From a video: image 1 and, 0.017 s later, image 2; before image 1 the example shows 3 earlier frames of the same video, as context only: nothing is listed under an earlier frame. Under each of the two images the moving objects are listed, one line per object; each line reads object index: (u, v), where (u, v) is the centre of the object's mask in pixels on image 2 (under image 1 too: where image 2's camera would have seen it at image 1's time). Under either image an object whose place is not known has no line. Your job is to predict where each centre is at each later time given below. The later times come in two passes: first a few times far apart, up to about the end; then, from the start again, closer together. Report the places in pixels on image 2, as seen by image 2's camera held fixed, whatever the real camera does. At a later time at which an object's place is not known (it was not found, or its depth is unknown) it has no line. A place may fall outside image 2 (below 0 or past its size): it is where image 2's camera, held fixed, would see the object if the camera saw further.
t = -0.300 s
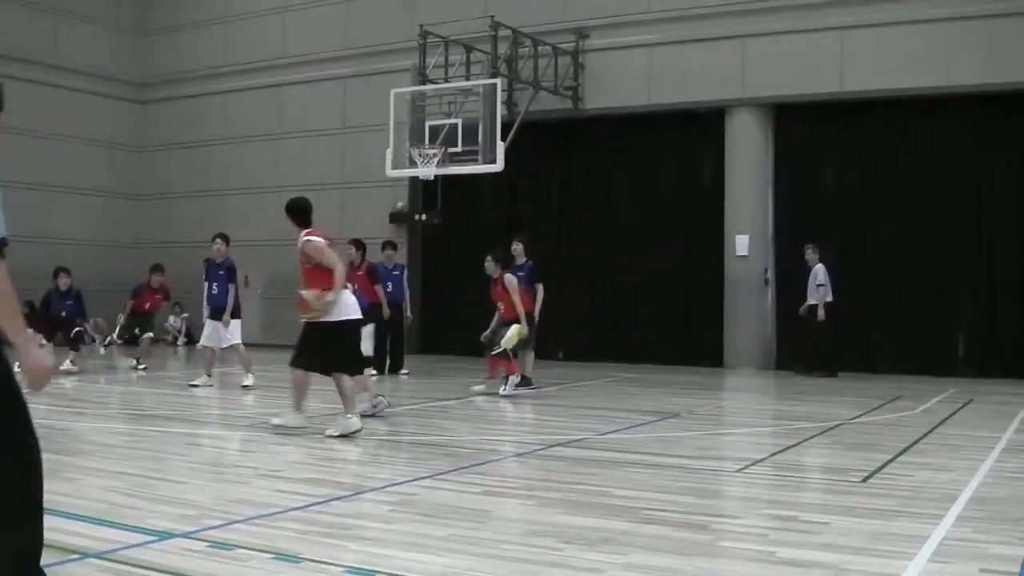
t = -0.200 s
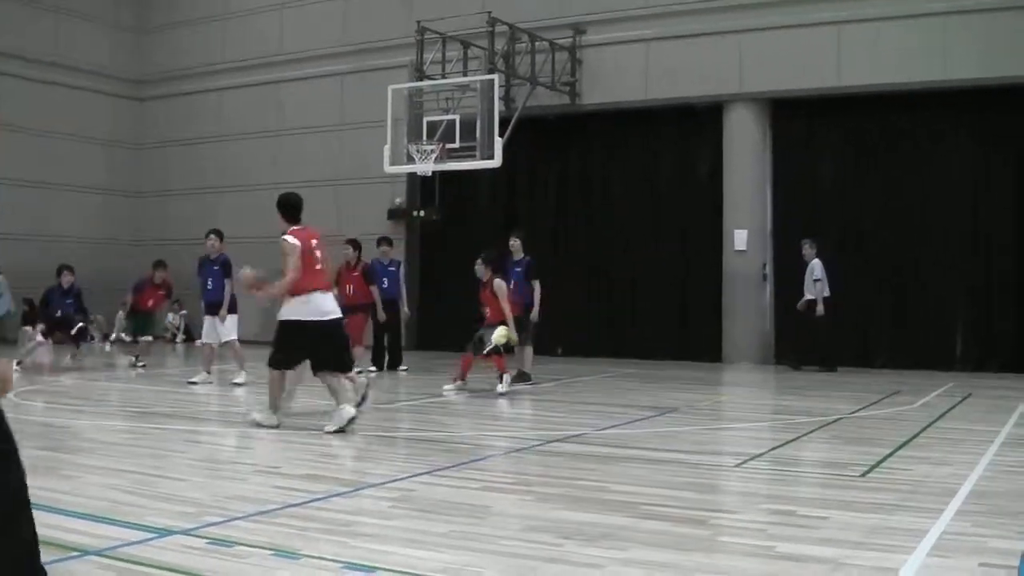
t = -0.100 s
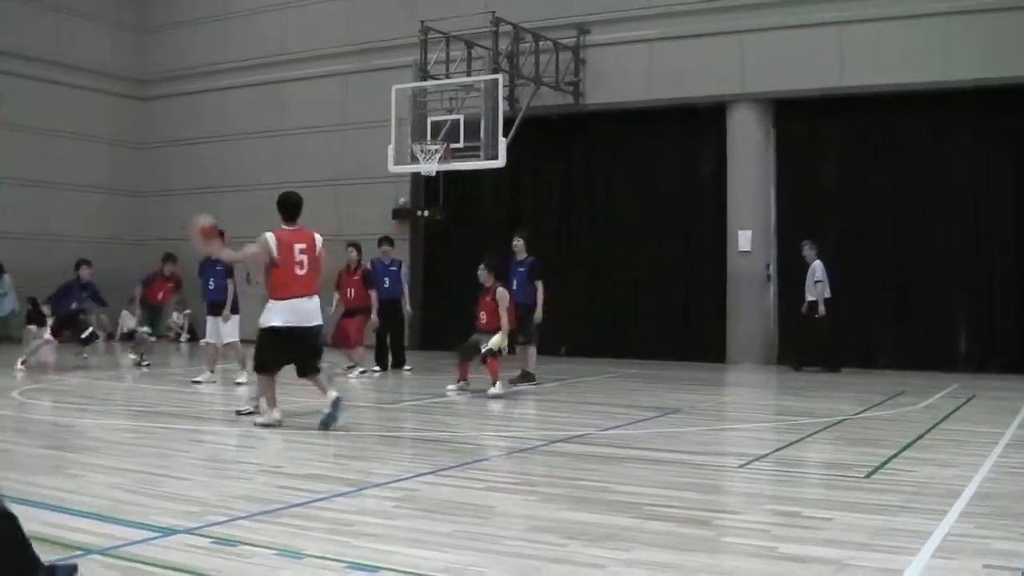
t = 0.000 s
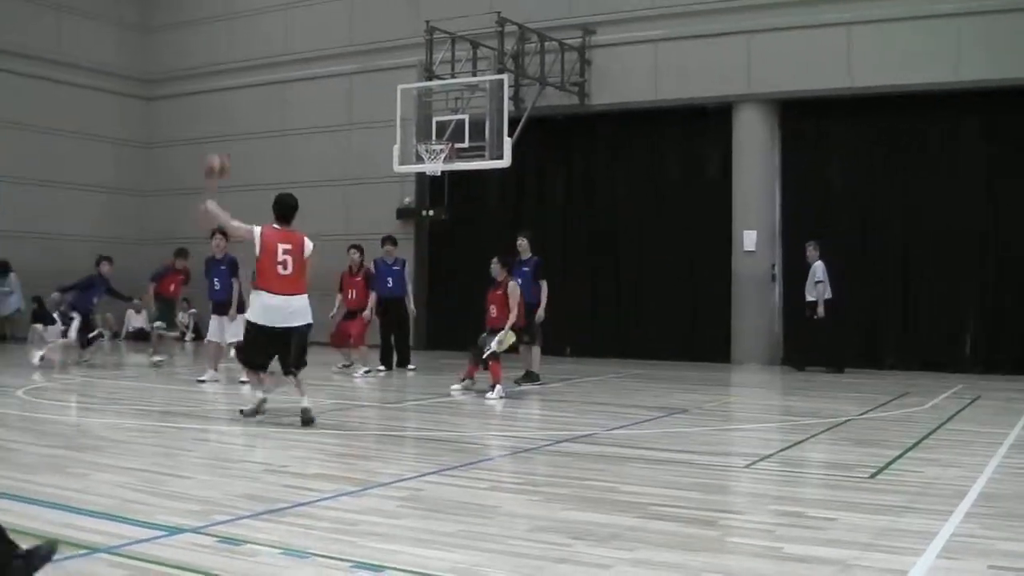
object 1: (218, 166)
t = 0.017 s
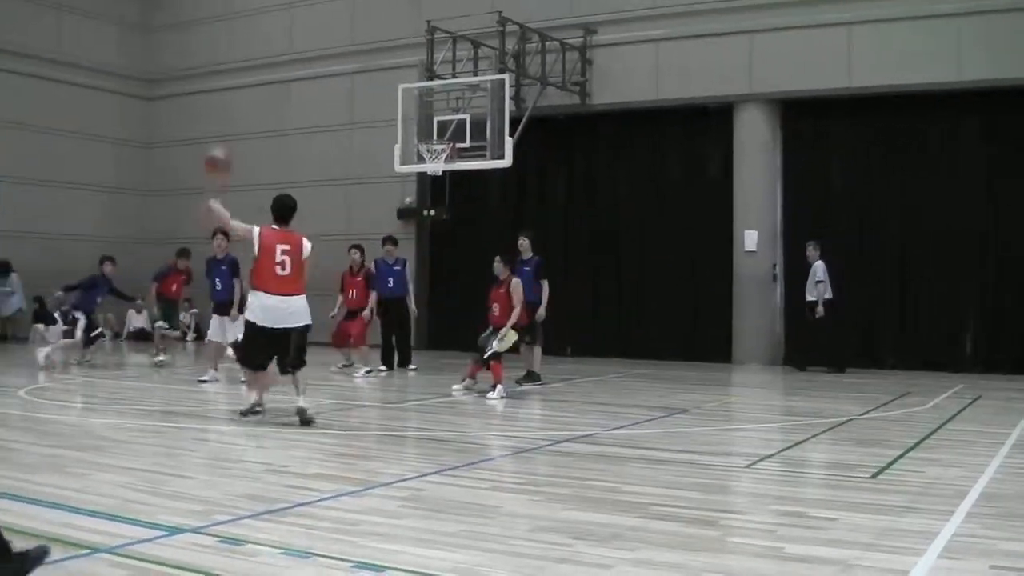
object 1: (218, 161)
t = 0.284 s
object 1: (258, 107)
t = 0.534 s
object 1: (277, 116)
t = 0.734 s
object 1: (283, 157)
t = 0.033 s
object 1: (218, 156)
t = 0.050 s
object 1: (219, 149)
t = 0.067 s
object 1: (221, 144)
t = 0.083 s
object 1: (225, 139)
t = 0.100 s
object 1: (233, 132)
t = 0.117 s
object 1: (234, 127)
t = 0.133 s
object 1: (236, 122)
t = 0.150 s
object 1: (237, 120)
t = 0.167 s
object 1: (241, 117)
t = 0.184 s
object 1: (243, 113)
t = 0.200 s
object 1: (245, 111)
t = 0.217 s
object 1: (247, 109)
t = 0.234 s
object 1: (251, 108)
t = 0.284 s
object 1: (258, 107)
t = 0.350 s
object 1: (266, 102)
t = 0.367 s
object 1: (268, 102)
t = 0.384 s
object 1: (269, 103)
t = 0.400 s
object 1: (270, 104)
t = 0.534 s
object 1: (277, 116)
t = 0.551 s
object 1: (277, 118)
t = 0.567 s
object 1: (279, 122)
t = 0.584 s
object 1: (279, 124)
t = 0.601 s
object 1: (280, 128)
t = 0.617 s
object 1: (283, 132)
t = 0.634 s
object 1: (285, 137)
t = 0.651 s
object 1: (285, 139)
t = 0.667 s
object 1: (283, 141)
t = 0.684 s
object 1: (283, 145)
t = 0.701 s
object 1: (284, 150)
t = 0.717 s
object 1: (284, 154)
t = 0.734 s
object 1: (283, 157)
